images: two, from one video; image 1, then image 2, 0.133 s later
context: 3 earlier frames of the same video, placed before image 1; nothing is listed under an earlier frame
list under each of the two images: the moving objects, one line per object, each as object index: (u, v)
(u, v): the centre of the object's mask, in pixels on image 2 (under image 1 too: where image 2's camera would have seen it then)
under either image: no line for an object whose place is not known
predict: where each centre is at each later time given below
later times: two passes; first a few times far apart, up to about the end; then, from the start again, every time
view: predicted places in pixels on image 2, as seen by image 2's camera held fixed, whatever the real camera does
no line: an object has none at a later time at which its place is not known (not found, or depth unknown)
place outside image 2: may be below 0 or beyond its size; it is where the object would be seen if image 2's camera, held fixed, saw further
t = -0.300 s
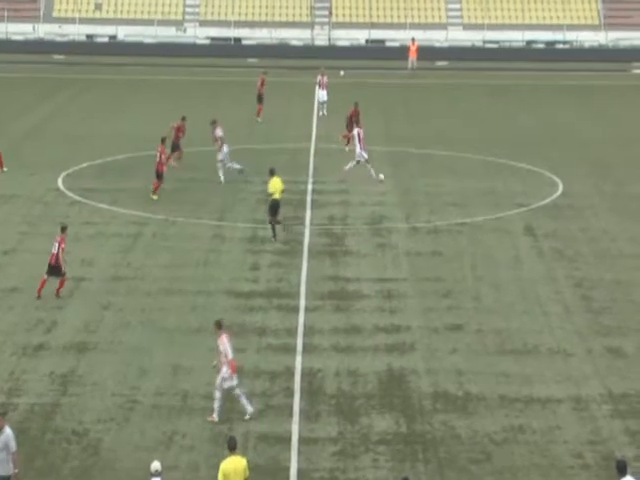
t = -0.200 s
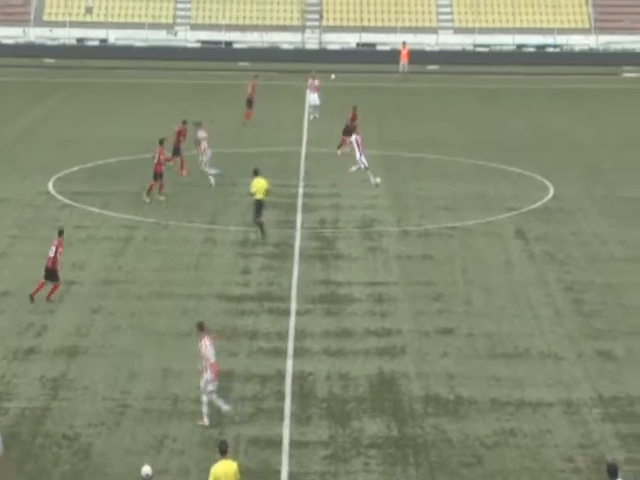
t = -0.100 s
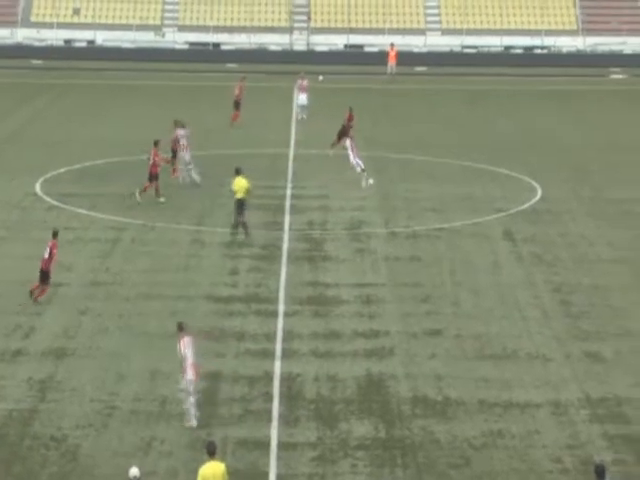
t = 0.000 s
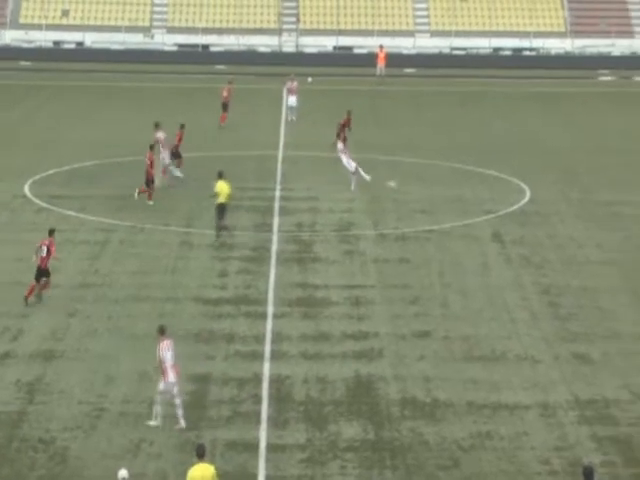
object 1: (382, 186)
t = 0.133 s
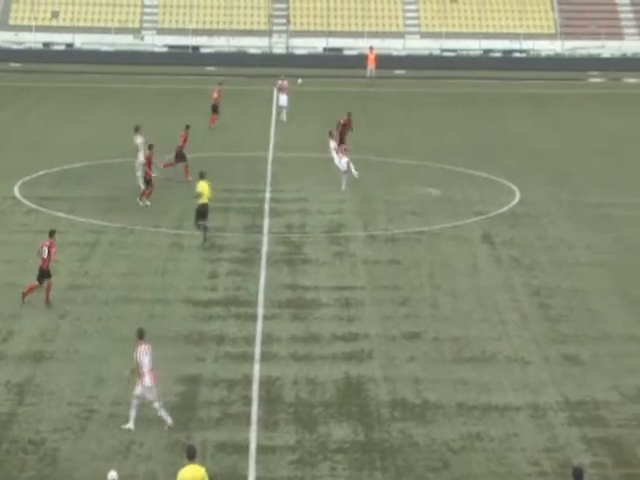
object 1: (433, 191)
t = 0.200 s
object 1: (456, 192)
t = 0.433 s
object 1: (533, 201)
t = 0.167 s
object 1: (445, 193)
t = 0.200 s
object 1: (456, 192)
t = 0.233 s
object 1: (467, 192)
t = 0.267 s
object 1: (478, 193)
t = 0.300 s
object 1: (490, 193)
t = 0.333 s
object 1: (501, 195)
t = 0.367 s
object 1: (511, 197)
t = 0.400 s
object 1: (523, 199)
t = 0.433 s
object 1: (533, 201)
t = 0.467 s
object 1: (543, 202)
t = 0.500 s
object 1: (550, 201)
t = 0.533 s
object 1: (559, 202)
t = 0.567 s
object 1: (568, 203)
